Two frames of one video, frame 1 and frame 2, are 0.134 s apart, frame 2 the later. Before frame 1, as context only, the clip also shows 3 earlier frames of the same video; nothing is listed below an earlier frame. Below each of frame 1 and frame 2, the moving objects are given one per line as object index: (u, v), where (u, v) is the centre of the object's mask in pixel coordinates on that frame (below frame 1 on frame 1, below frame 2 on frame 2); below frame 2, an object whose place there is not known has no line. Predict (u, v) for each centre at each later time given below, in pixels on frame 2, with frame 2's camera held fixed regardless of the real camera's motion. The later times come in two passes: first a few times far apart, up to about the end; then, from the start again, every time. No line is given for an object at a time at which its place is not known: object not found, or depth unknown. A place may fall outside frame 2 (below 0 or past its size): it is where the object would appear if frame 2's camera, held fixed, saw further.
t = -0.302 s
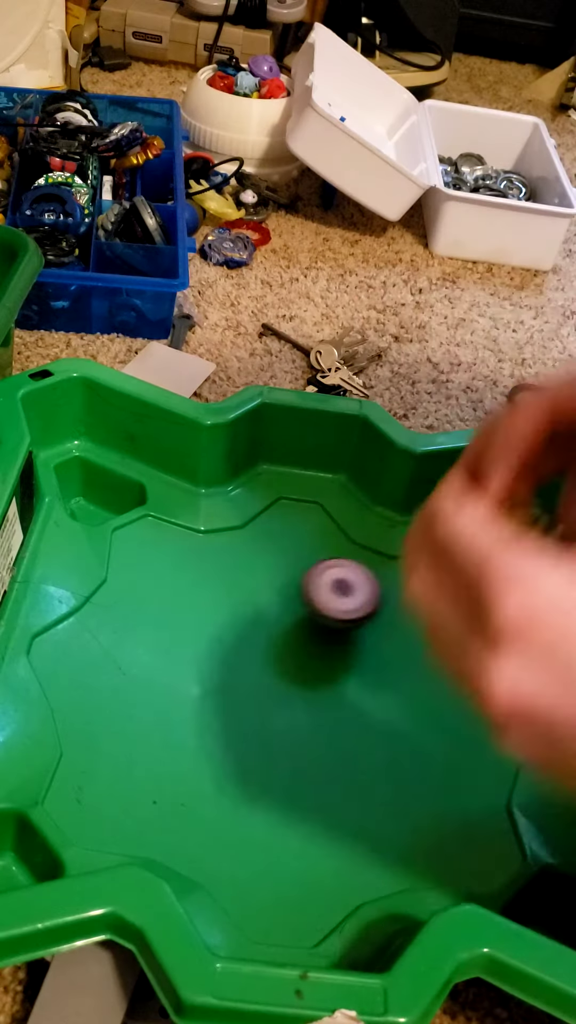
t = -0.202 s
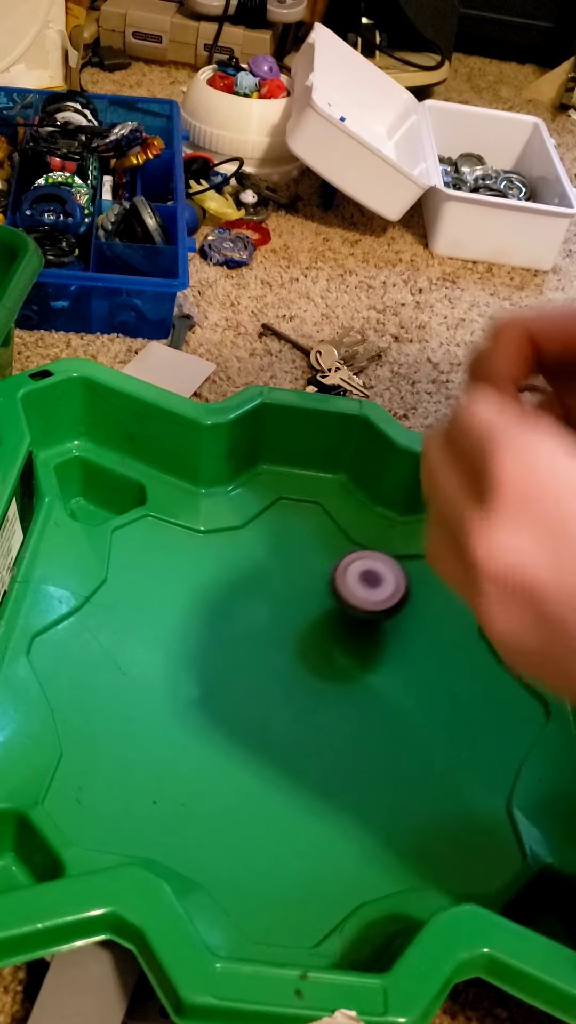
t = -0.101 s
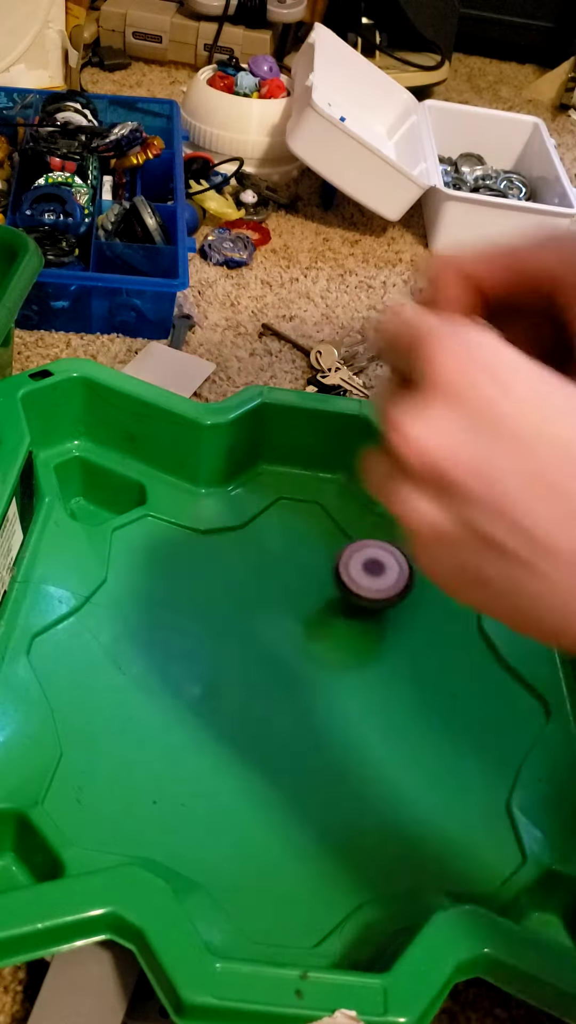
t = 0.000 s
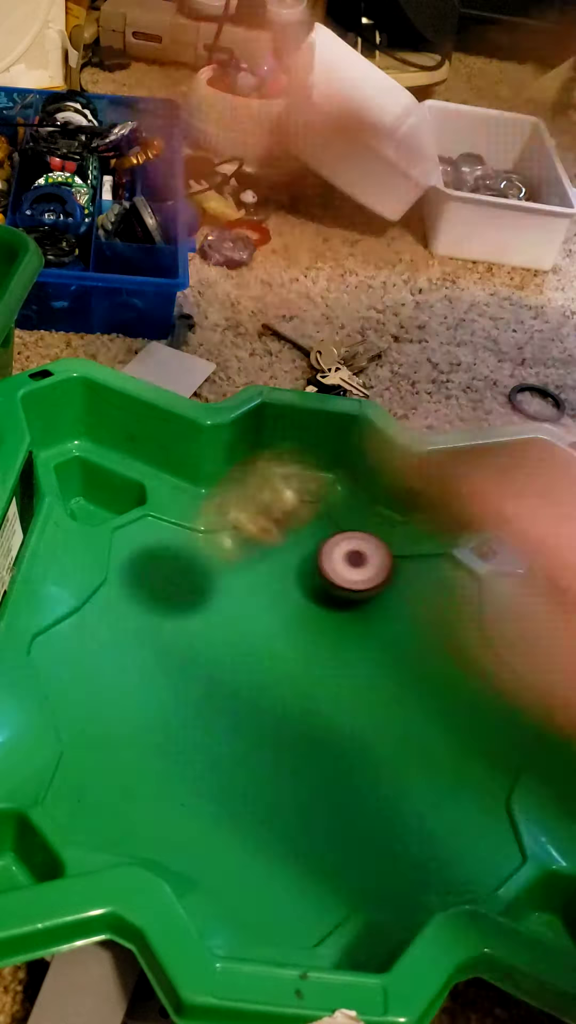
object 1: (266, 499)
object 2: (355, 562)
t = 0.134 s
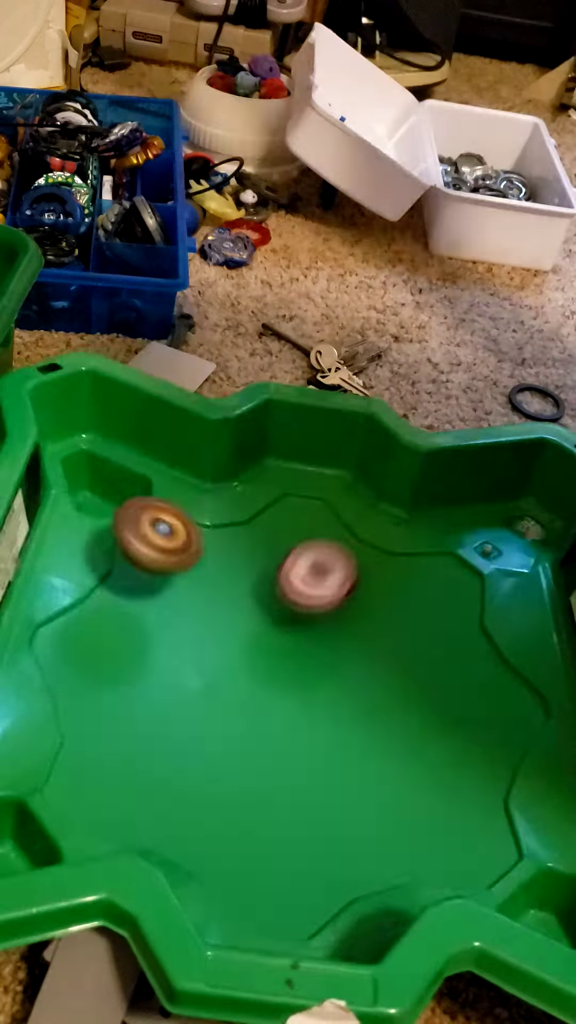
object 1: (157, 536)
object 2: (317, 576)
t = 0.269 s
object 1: (170, 582)
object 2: (293, 655)
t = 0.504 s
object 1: (278, 669)
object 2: (390, 768)
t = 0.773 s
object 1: (418, 752)
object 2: (520, 692)
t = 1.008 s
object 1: (459, 755)
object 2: (320, 587)
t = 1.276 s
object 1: (414, 711)
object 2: (107, 707)
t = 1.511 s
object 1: (308, 664)
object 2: (231, 765)
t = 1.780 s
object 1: (198, 615)
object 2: (340, 653)
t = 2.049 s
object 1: (76, 613)
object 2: (275, 624)
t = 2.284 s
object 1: (85, 650)
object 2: (255, 669)
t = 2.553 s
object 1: (208, 715)
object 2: (356, 697)
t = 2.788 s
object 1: (412, 748)
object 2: (321, 603)
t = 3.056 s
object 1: (499, 719)
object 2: (187, 688)
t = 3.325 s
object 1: (438, 670)
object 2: (403, 784)
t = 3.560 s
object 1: (281, 621)
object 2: (431, 614)
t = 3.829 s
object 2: (233, 546)
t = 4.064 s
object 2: (184, 636)
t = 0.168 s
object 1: (151, 543)
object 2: (304, 598)
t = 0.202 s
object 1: (147, 562)
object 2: (297, 615)
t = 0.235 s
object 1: (156, 570)
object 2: (294, 634)
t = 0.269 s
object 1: (170, 582)
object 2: (293, 655)
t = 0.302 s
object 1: (182, 593)
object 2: (296, 676)
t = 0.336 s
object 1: (195, 606)
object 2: (303, 697)
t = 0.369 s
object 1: (208, 618)
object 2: (314, 715)
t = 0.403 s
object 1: (223, 629)
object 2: (329, 733)
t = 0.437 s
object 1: (240, 642)
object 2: (346, 748)
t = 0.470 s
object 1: (259, 656)
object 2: (367, 759)
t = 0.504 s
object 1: (278, 669)
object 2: (390, 768)
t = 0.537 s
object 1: (299, 684)
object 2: (413, 772)
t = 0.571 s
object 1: (319, 697)
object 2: (437, 772)
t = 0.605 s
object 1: (340, 710)
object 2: (458, 771)
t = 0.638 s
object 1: (358, 721)
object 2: (478, 763)
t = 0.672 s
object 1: (376, 731)
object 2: (496, 750)
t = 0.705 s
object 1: (392, 740)
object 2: (511, 735)
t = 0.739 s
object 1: (406, 746)
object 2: (519, 715)
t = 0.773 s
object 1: (418, 752)
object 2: (520, 692)
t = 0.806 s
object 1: (429, 755)
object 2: (513, 668)
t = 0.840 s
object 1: (438, 758)
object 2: (496, 645)
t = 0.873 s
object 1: (445, 759)
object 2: (470, 624)
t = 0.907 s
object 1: (450, 759)
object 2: (438, 608)
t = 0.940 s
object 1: (454, 758)
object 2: (401, 595)
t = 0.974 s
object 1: (457, 757)
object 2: (360, 590)
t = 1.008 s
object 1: (459, 755)
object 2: (320, 587)
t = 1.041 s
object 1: (460, 751)
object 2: (281, 590)
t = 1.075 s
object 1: (459, 747)
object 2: (244, 595)
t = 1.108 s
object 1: (456, 741)
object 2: (210, 607)
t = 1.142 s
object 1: (451, 736)
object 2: (179, 621)
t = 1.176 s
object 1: (443, 730)
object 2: (152, 638)
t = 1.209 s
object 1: (435, 724)
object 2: (131, 658)
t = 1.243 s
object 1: (425, 718)
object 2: (115, 681)
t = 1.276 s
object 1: (414, 711)
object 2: (107, 707)
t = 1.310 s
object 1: (403, 705)
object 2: (105, 736)
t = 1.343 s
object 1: (390, 698)
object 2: (110, 767)
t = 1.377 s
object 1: (375, 692)
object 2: (123, 796)
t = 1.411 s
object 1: (361, 687)
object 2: (145, 802)
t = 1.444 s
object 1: (343, 680)
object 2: (172, 792)
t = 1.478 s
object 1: (327, 672)
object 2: (201, 780)
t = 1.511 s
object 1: (308, 664)
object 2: (231, 765)
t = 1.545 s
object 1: (291, 656)
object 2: (260, 752)
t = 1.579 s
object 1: (274, 648)
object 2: (285, 737)
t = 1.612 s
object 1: (259, 641)
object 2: (307, 722)
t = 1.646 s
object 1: (245, 634)
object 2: (325, 707)
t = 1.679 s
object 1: (230, 628)
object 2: (337, 693)
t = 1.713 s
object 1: (219, 623)
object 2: (344, 679)
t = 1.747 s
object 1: (207, 619)
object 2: (345, 665)
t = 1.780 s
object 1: (198, 615)
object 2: (340, 653)
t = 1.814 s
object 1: (189, 613)
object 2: (330, 642)
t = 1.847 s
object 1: (182, 612)
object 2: (316, 633)
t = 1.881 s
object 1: (175, 613)
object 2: (297, 624)
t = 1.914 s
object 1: (170, 614)
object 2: (276, 618)
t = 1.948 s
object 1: (161, 616)
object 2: (256, 616)
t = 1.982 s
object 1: (121, 614)
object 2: (262, 617)
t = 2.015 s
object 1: (94, 612)
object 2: (270, 619)
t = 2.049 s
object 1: (76, 613)
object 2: (275, 624)
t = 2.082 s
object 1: (69, 616)
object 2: (276, 628)
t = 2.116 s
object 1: (67, 621)
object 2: (274, 633)
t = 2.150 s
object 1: (68, 627)
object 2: (269, 639)
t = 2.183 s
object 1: (70, 632)
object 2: (263, 645)
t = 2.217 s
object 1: (73, 638)
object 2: (258, 652)
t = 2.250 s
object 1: (77, 644)
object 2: (255, 660)
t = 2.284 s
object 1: (85, 650)
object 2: (255, 669)
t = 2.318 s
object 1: (93, 657)
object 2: (258, 678)
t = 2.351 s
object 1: (102, 665)
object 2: (264, 687)
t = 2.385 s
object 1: (114, 674)
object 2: (276, 696)
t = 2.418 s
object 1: (125, 683)
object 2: (290, 702)
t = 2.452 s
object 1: (141, 690)
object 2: (307, 706)
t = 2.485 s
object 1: (159, 699)
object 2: (325, 707)
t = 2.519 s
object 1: (181, 707)
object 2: (342, 704)
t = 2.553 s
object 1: (208, 715)
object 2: (356, 697)
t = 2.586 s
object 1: (235, 722)
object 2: (368, 685)
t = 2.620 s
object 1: (265, 730)
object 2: (376, 671)
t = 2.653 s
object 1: (296, 736)
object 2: (376, 656)
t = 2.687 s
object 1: (325, 742)
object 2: (371, 640)
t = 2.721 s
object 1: (354, 745)
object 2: (359, 626)
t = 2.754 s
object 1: (386, 747)
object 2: (343, 613)
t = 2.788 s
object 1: (412, 748)
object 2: (321, 603)
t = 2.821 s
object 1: (433, 748)
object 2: (298, 597)
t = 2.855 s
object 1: (452, 747)
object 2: (274, 596)
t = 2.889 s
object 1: (465, 744)
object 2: (250, 599)
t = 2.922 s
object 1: (479, 739)
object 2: (227, 608)
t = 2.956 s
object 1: (488, 735)
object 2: (209, 622)
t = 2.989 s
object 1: (494, 730)
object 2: (194, 640)
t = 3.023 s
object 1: (498, 724)
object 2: (186, 664)
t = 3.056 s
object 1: (499, 719)
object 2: (187, 688)
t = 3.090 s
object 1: (497, 713)
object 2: (194, 712)
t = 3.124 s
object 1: (495, 707)
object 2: (210, 739)
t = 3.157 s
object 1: (490, 700)
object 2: (234, 761)
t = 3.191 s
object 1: (484, 693)
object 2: (263, 779)
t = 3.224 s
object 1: (475, 687)
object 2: (298, 792)
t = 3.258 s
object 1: (465, 681)
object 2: (334, 797)
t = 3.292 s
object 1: (453, 675)
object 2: (370, 794)
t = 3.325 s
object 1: (438, 670)
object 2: (403, 784)
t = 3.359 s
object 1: (422, 664)
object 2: (430, 769)
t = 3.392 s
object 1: (403, 659)
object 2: (451, 747)
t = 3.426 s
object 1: (380, 652)
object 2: (462, 722)
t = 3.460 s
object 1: (357, 646)
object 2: (467, 693)
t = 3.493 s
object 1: (332, 638)
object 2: (463, 666)
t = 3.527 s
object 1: (307, 630)
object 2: (450, 639)
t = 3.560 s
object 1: (281, 621)
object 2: (431, 614)
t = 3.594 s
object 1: (258, 613)
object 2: (407, 593)
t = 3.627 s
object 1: (236, 606)
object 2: (379, 575)
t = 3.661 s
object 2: (347, 562)
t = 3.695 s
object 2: (315, 554)
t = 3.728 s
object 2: (282, 548)
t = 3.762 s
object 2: (251, 549)
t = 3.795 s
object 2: (238, 548)
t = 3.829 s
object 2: (233, 546)
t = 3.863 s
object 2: (228, 547)
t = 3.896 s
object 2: (220, 552)
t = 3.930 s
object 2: (210, 561)
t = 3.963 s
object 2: (198, 574)
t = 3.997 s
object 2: (188, 591)
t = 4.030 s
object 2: (183, 612)
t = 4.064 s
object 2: (184, 636)
